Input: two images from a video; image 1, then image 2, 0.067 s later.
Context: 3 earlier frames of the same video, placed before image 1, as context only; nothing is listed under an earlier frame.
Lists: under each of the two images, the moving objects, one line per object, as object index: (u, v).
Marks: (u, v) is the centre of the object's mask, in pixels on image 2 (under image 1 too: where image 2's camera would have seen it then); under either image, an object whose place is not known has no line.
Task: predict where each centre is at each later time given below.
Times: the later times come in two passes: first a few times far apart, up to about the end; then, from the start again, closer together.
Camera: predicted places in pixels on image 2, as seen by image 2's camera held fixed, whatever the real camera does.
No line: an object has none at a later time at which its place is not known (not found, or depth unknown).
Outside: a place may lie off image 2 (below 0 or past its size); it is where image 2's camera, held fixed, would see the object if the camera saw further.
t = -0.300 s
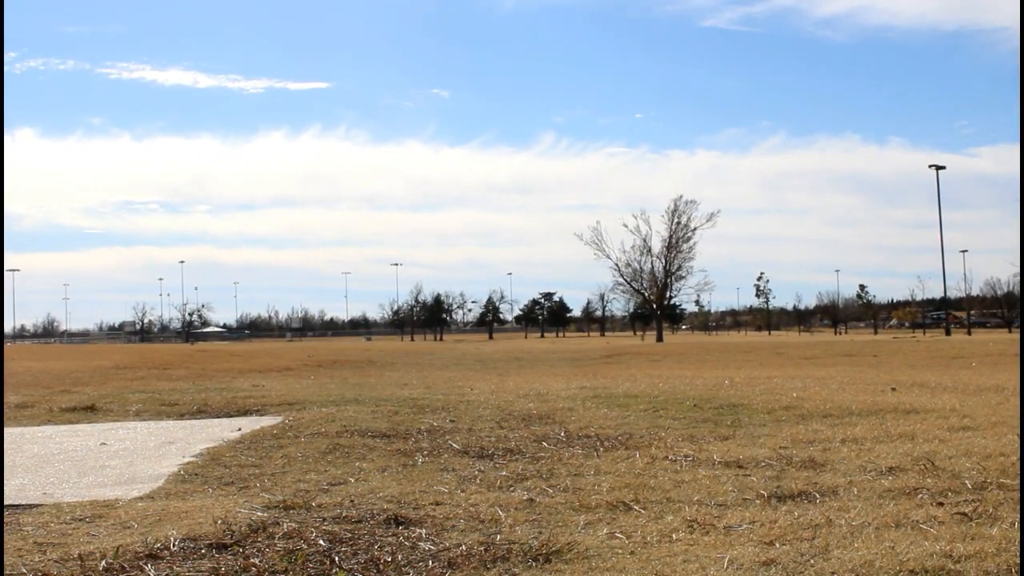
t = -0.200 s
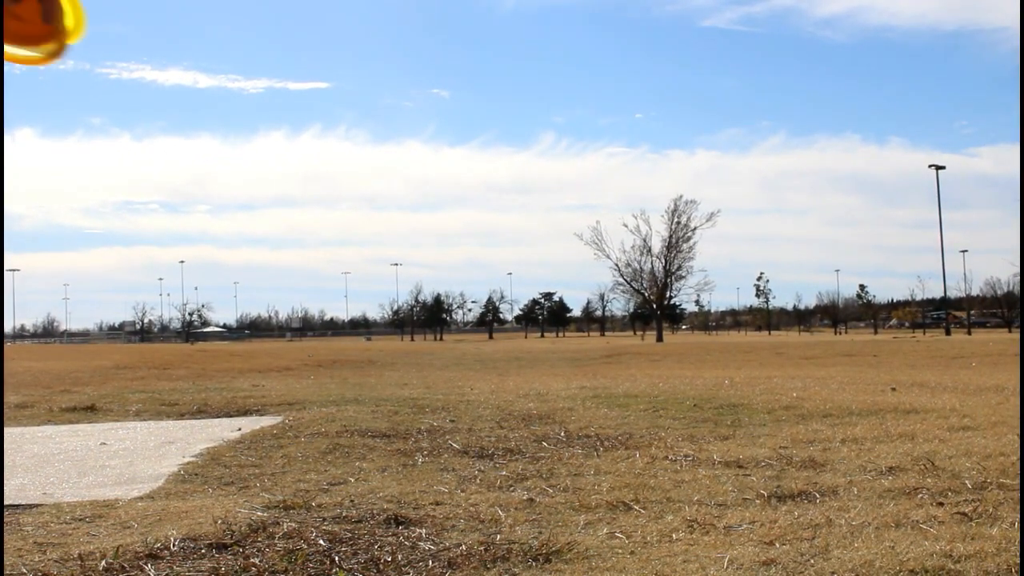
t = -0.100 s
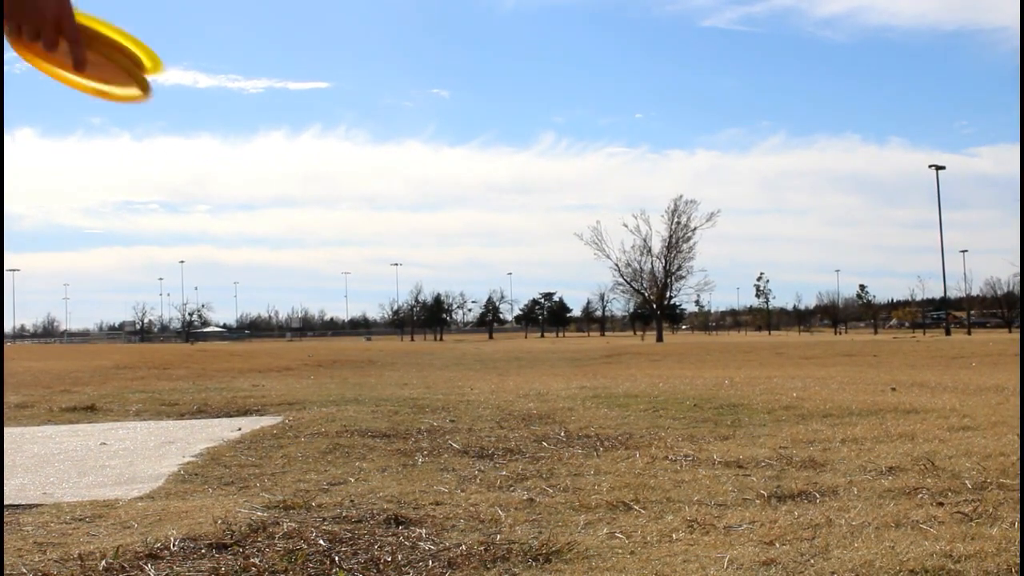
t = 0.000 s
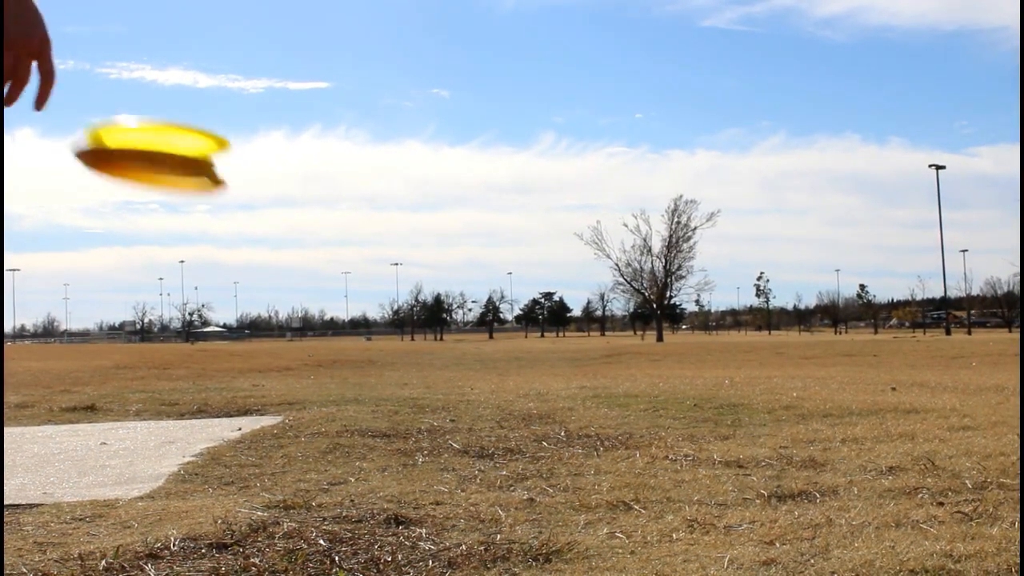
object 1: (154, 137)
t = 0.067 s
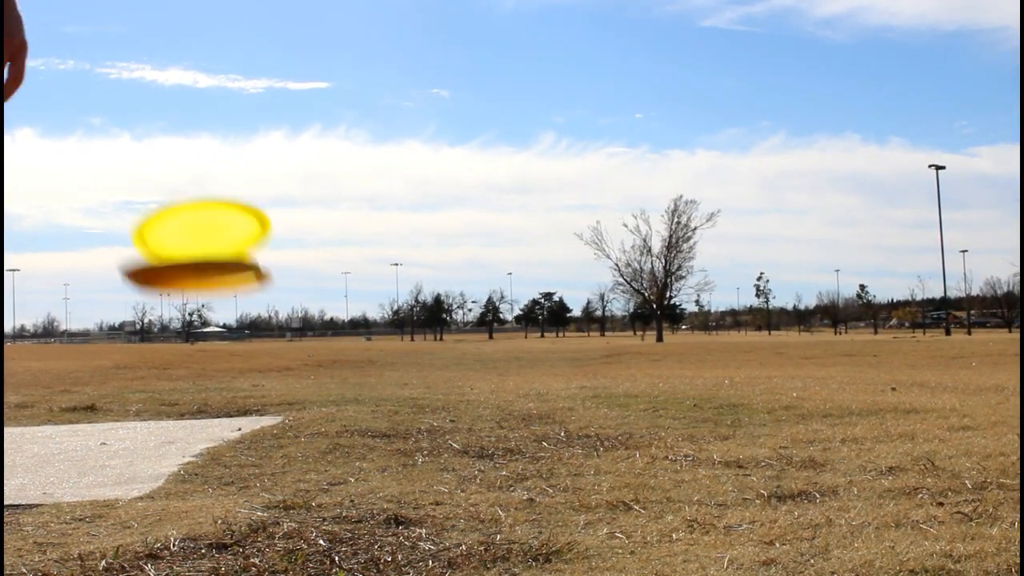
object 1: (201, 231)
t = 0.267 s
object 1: (303, 463)
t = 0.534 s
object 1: (343, 517)
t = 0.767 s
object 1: (341, 535)
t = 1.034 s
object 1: (341, 537)
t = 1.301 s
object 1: (342, 537)
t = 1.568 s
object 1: (341, 537)
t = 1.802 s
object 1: (341, 537)
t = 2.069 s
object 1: (341, 537)
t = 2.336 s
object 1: (341, 537)
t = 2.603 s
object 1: (341, 537)
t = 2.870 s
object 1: (341, 537)
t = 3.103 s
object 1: (341, 537)
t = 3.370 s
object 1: (342, 536)
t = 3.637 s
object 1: (341, 537)
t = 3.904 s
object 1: (341, 537)
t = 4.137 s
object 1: (341, 537)
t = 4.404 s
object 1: (341, 537)
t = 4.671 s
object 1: (341, 537)
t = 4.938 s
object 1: (341, 537)
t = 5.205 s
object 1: (341, 537)
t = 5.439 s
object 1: (341, 537)
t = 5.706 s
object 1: (341, 537)
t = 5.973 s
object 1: (341, 537)
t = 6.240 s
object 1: (341, 537)
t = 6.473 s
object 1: (341, 537)
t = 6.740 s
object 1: (342, 536)
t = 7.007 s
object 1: (341, 536)
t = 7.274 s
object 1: (342, 537)
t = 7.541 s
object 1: (341, 537)
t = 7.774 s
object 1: (341, 537)
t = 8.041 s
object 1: (341, 537)
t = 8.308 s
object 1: (341, 537)
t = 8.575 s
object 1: (341, 537)
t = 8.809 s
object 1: (342, 537)
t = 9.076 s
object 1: (342, 537)
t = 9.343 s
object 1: (342, 537)
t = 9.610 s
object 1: (342, 537)
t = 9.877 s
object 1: (341, 537)
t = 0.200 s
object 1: (283, 453)
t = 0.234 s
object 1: (297, 484)
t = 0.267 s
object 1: (303, 463)
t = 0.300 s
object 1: (308, 448)
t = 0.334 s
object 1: (313, 439)
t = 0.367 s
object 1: (318, 436)
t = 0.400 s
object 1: (322, 439)
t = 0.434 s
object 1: (328, 451)
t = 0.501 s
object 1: (339, 493)
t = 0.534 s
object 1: (343, 517)
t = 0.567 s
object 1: (344, 534)
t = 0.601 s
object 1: (346, 532)
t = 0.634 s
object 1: (343, 529)
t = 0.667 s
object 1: (342, 529)
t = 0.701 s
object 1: (341, 534)
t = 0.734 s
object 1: (340, 537)
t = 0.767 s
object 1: (341, 535)
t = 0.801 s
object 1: (341, 536)
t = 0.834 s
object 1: (342, 537)
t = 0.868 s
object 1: (342, 537)
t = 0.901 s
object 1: (342, 537)
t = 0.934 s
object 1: (341, 537)
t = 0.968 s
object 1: (341, 537)
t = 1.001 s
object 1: (341, 537)
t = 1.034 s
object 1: (341, 537)
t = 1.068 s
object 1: (341, 537)
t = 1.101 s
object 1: (341, 537)
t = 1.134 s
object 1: (341, 537)
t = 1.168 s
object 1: (341, 537)
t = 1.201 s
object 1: (341, 537)
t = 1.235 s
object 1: (340, 537)
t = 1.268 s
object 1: (340, 537)
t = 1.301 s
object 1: (342, 537)
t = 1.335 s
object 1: (341, 536)
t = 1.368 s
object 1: (341, 537)
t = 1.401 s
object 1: (341, 537)
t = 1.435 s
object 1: (341, 536)
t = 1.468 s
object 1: (341, 536)
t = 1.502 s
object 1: (340, 537)
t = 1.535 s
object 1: (339, 536)
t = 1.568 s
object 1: (341, 537)
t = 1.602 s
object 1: (341, 537)
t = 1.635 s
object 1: (341, 536)
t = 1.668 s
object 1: (341, 537)
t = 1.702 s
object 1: (341, 536)
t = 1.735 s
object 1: (341, 536)
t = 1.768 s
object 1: (341, 537)
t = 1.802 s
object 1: (341, 537)
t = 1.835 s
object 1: (341, 537)
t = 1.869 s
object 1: (341, 537)
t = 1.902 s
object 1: (341, 537)
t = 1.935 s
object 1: (341, 536)
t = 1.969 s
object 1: (341, 537)
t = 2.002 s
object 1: (342, 537)
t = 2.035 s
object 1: (341, 537)
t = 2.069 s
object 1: (341, 537)
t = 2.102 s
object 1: (341, 537)
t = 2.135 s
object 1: (342, 537)
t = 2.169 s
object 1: (342, 537)
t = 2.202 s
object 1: (341, 537)
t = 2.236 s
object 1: (341, 537)
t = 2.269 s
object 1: (341, 537)
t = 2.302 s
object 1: (341, 536)
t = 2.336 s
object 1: (341, 537)
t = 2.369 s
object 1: (341, 537)
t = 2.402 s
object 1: (341, 537)
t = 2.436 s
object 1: (341, 537)
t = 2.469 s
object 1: (341, 537)
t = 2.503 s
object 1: (342, 537)
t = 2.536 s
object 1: (341, 537)
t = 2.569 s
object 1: (342, 537)
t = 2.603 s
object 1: (341, 537)
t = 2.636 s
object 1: (341, 537)
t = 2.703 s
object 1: (341, 537)
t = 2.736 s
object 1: (341, 537)
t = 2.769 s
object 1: (341, 537)
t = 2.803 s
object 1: (341, 537)
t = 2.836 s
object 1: (341, 537)
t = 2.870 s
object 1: (341, 537)
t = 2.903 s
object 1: (341, 537)
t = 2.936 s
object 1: (341, 537)
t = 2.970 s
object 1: (341, 537)
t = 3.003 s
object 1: (341, 537)
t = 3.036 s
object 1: (341, 537)
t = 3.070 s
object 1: (341, 536)
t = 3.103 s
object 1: (341, 537)
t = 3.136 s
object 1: (342, 536)
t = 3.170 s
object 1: (342, 536)
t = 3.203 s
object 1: (342, 536)
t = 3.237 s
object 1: (341, 537)
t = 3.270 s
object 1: (341, 537)
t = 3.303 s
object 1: (341, 537)
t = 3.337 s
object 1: (342, 536)
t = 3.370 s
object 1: (342, 536)
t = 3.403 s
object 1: (341, 536)
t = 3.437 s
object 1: (341, 537)
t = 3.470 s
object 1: (341, 537)
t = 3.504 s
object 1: (342, 536)
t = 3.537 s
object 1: (341, 537)
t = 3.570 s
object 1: (341, 537)
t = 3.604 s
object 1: (342, 536)
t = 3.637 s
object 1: (341, 537)
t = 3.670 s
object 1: (341, 537)
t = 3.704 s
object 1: (342, 537)
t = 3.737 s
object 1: (341, 537)
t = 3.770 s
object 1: (341, 537)
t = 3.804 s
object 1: (341, 537)
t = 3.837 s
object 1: (342, 536)
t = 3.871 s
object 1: (341, 537)
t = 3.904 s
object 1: (341, 537)
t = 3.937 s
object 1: (341, 537)
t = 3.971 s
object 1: (342, 536)
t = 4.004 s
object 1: (341, 536)
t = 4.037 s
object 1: (341, 537)
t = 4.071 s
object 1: (341, 536)
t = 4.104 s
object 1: (341, 537)
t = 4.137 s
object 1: (341, 537)
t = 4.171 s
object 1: (341, 536)
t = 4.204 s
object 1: (341, 537)
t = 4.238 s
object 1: (341, 536)
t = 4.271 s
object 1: (341, 536)
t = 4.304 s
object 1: (341, 537)
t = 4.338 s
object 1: (341, 537)
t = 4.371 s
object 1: (341, 536)
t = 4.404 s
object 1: (341, 537)
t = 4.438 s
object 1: (341, 537)
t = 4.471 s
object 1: (341, 536)
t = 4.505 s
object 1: (341, 537)
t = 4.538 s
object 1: (341, 537)
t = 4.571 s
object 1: (341, 537)
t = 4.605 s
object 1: (341, 537)
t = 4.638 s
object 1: (341, 537)
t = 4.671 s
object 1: (341, 537)
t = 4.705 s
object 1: (341, 537)
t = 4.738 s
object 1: (341, 537)
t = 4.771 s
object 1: (341, 537)
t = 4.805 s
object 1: (341, 536)
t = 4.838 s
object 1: (341, 537)
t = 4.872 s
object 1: (341, 536)
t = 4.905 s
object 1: (341, 536)
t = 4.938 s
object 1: (341, 537)
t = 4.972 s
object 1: (341, 537)
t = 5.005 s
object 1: (341, 537)
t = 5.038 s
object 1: (341, 537)
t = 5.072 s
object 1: (341, 537)
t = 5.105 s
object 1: (341, 537)
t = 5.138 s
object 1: (341, 537)
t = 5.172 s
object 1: (341, 537)
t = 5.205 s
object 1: (341, 537)
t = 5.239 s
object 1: (341, 537)
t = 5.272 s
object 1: (341, 537)
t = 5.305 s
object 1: (341, 537)
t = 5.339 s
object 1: (341, 537)
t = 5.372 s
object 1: (341, 537)
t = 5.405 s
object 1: (341, 537)
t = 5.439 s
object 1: (341, 537)
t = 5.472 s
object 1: (341, 537)
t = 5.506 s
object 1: (341, 537)
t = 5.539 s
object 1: (341, 537)
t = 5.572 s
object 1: (341, 537)
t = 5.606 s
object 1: (341, 537)
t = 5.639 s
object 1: (341, 537)
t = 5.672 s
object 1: (341, 537)
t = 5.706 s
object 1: (341, 537)
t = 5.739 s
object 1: (341, 537)
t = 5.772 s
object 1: (341, 537)
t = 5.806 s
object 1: (342, 536)
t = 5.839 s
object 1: (341, 537)
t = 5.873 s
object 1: (341, 537)
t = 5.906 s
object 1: (341, 537)
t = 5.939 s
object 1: (341, 537)
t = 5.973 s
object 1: (341, 537)
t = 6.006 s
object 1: (341, 537)
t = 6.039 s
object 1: (341, 537)
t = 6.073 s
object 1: (341, 537)
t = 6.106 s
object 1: (341, 537)
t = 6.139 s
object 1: (341, 537)
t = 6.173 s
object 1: (341, 537)
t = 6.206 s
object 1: (341, 537)
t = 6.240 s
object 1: (341, 537)
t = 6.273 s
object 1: (341, 537)
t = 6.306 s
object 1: (341, 537)
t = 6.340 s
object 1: (342, 536)
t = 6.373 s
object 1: (341, 536)
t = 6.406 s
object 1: (341, 537)
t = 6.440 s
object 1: (341, 536)
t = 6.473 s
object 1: (341, 537)
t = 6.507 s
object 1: (341, 537)
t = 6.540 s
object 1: (342, 537)
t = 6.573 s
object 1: (341, 537)
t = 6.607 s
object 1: (341, 537)
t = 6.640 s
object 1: (342, 537)
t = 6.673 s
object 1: (341, 537)
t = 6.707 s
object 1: (341, 537)
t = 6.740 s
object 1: (342, 536)
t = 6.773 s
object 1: (342, 536)
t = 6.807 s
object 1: (342, 536)
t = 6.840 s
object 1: (341, 537)
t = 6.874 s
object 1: (341, 537)
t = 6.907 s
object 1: (342, 536)
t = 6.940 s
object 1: (342, 537)
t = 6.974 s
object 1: (342, 536)
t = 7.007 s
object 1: (341, 536)
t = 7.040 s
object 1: (342, 537)
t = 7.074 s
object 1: (342, 537)
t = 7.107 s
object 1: (341, 537)
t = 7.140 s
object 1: (342, 537)
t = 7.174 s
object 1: (341, 537)
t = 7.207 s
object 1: (341, 537)
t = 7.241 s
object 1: (341, 537)
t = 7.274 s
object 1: (342, 537)
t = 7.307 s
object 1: (341, 537)
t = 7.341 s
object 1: (341, 537)
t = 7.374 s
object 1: (341, 537)
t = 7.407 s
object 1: (341, 537)
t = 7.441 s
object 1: (341, 537)
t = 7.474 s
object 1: (341, 537)
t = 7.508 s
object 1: (341, 537)
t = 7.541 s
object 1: (341, 537)
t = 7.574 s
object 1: (341, 537)
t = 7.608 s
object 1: (341, 537)
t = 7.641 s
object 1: (341, 537)
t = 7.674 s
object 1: (341, 537)
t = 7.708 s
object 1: (341, 537)
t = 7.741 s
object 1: (341, 537)
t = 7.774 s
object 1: (341, 537)
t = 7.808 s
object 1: (341, 537)
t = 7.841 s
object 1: (341, 537)
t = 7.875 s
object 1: (341, 537)
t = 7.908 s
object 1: (341, 537)
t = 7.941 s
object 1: (341, 537)
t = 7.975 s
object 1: (341, 537)
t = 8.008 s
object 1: (341, 537)
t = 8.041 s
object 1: (341, 537)
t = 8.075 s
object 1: (341, 537)
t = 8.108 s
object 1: (341, 537)
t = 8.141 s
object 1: (341, 537)
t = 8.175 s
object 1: (341, 537)
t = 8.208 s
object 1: (341, 537)
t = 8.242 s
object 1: (341, 537)
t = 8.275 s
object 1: (341, 537)
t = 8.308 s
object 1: (341, 537)
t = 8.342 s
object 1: (341, 537)
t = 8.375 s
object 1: (341, 537)
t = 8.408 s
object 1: (341, 537)
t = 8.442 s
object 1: (341, 537)
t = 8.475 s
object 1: (341, 537)
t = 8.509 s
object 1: (341, 537)
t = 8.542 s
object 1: (341, 537)
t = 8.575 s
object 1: (341, 537)
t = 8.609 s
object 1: (341, 537)
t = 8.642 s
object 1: (341, 537)
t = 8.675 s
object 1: (341, 537)
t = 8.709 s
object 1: (341, 537)
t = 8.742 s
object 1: (341, 537)
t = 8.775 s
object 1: (342, 537)
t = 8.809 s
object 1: (342, 537)
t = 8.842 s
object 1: (341, 537)
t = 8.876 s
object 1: (341, 537)
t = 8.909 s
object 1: (341, 537)
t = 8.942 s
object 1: (341, 537)
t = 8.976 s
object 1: (341, 537)
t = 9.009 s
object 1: (341, 537)
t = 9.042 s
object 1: (341, 537)
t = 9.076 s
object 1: (342, 537)
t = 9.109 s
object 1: (341, 537)
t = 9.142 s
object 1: (341, 537)
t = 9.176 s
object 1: (341, 537)
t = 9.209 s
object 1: (341, 537)
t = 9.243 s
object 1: (341, 537)
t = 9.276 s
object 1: (341, 537)
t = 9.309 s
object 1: (342, 537)
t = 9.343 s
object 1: (342, 537)
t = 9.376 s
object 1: (341, 537)
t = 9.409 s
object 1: (341, 537)
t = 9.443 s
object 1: (341, 537)
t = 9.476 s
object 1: (341, 537)
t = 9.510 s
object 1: (341, 537)
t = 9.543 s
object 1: (341, 537)
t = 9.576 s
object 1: (341, 537)
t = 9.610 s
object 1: (342, 537)
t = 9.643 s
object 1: (341, 537)
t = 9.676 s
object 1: (341, 537)
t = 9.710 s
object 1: (341, 537)
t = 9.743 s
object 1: (341, 537)
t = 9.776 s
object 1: (341, 537)
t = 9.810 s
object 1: (341, 537)
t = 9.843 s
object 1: (342, 537)
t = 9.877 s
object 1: (341, 537)
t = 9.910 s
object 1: (341, 537)
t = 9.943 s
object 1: (341, 537)
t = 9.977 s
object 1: (342, 537)
